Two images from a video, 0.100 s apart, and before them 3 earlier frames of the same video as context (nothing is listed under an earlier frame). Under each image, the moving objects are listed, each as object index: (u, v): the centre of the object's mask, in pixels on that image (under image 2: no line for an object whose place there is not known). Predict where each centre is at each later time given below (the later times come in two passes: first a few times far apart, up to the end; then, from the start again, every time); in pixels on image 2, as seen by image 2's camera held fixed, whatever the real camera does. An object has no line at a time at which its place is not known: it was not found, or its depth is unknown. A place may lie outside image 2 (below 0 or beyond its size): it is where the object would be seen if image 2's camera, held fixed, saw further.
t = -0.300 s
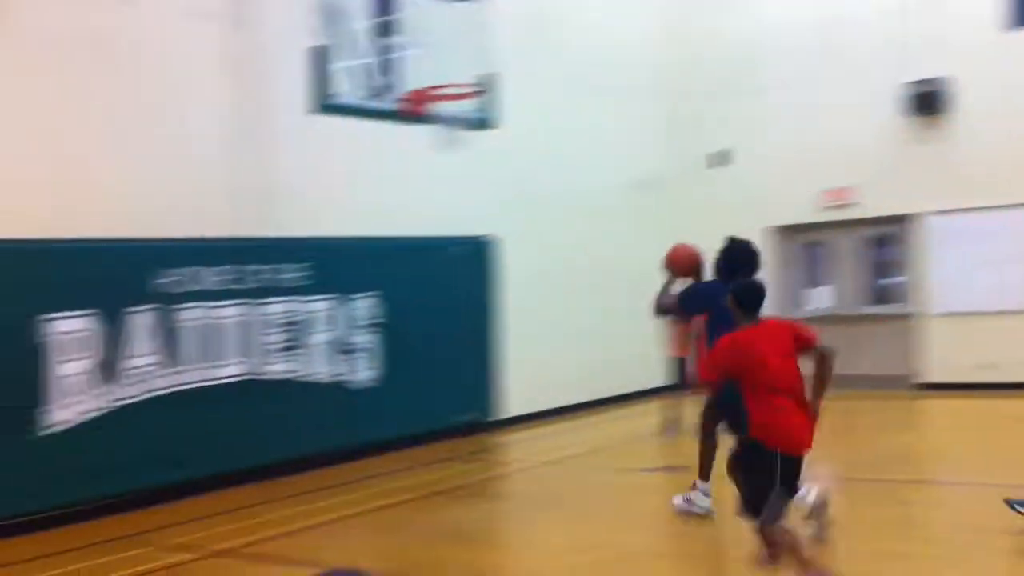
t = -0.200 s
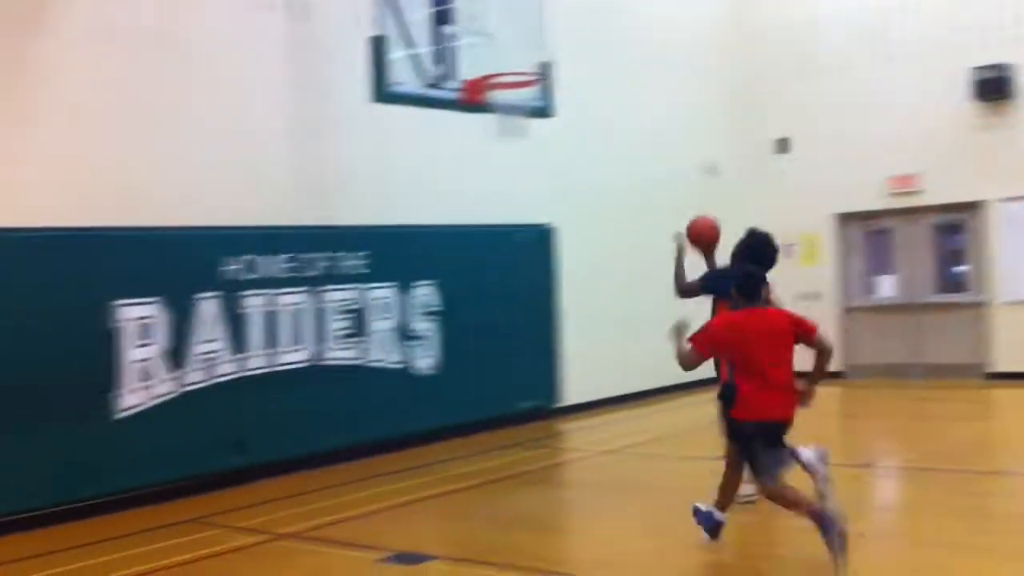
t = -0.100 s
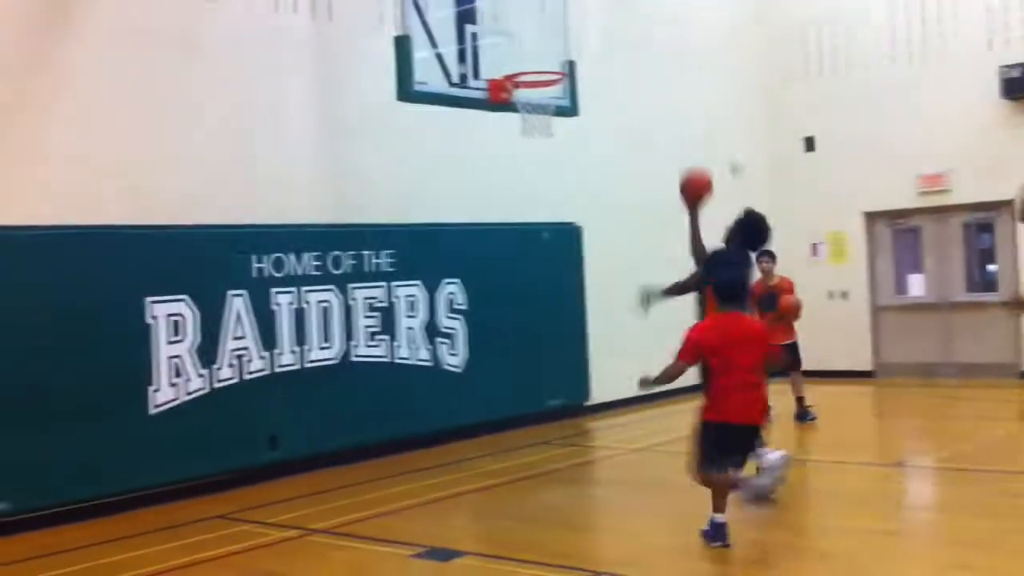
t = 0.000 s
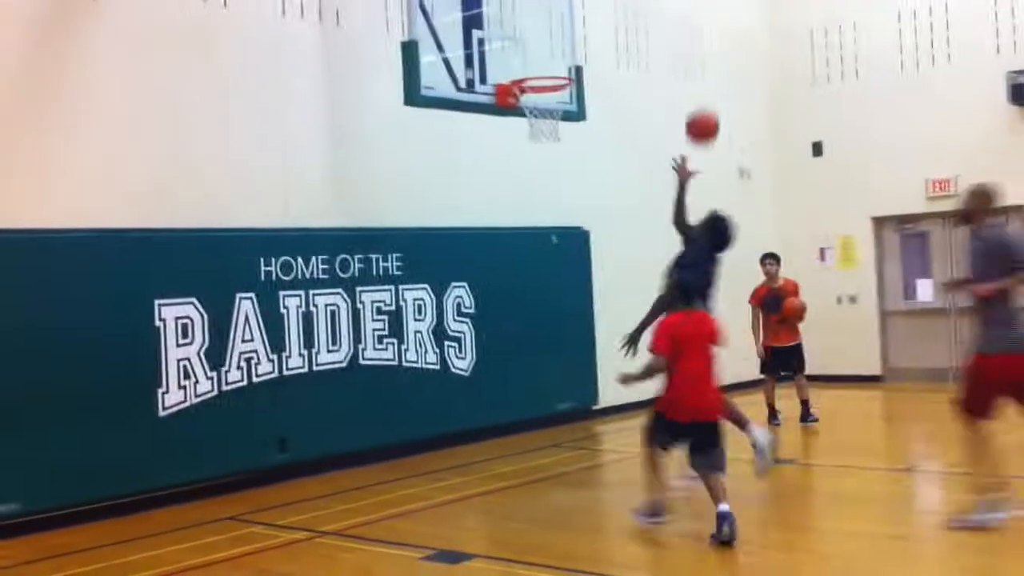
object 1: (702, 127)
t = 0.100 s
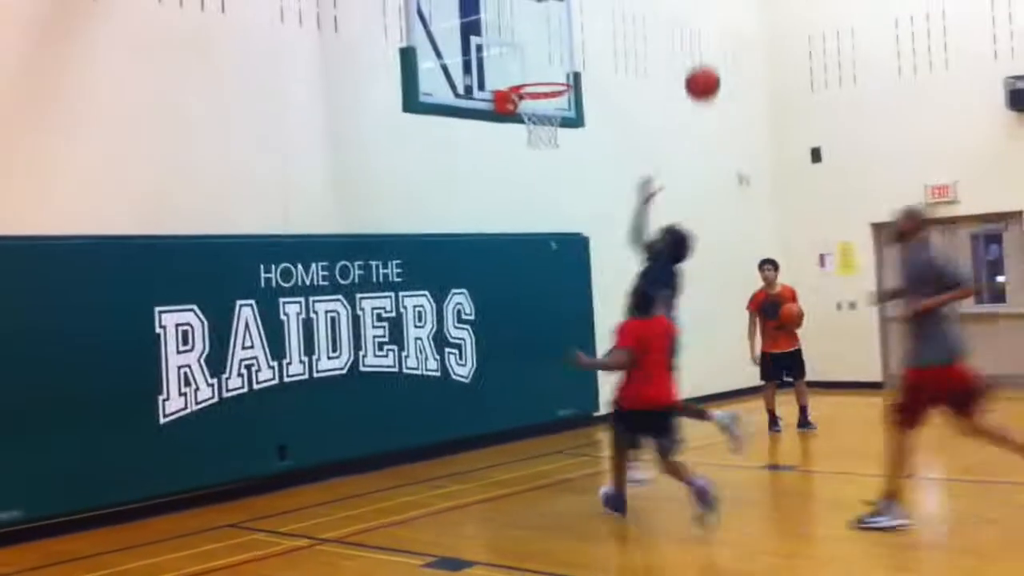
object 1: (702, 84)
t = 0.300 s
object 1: (710, 26)
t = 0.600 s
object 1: (719, 50)
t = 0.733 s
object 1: (728, 106)
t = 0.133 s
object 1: (704, 70)
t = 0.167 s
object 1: (705, 57)
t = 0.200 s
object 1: (707, 47)
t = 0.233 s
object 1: (709, 39)
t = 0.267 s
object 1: (710, 32)
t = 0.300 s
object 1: (710, 26)
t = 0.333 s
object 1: (709, 23)
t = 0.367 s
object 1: (706, 21)
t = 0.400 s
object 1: (706, 20)
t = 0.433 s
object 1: (707, 20)
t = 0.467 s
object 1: (709, 22)
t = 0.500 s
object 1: (710, 27)
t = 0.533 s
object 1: (714, 33)
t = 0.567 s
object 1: (716, 40)
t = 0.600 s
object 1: (719, 50)
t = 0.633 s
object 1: (721, 61)
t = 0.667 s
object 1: (723, 74)
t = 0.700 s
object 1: (726, 90)
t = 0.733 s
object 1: (728, 106)
